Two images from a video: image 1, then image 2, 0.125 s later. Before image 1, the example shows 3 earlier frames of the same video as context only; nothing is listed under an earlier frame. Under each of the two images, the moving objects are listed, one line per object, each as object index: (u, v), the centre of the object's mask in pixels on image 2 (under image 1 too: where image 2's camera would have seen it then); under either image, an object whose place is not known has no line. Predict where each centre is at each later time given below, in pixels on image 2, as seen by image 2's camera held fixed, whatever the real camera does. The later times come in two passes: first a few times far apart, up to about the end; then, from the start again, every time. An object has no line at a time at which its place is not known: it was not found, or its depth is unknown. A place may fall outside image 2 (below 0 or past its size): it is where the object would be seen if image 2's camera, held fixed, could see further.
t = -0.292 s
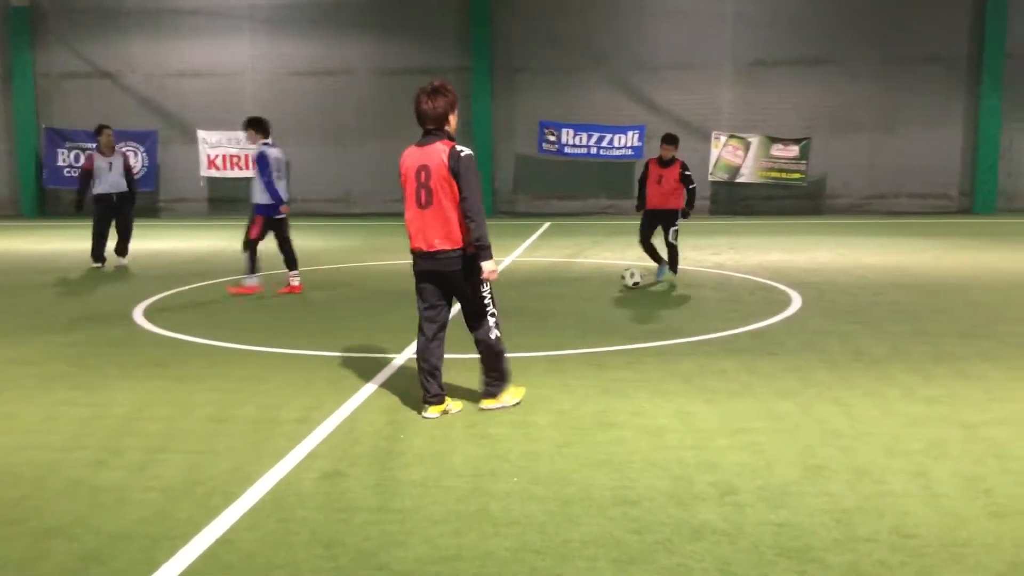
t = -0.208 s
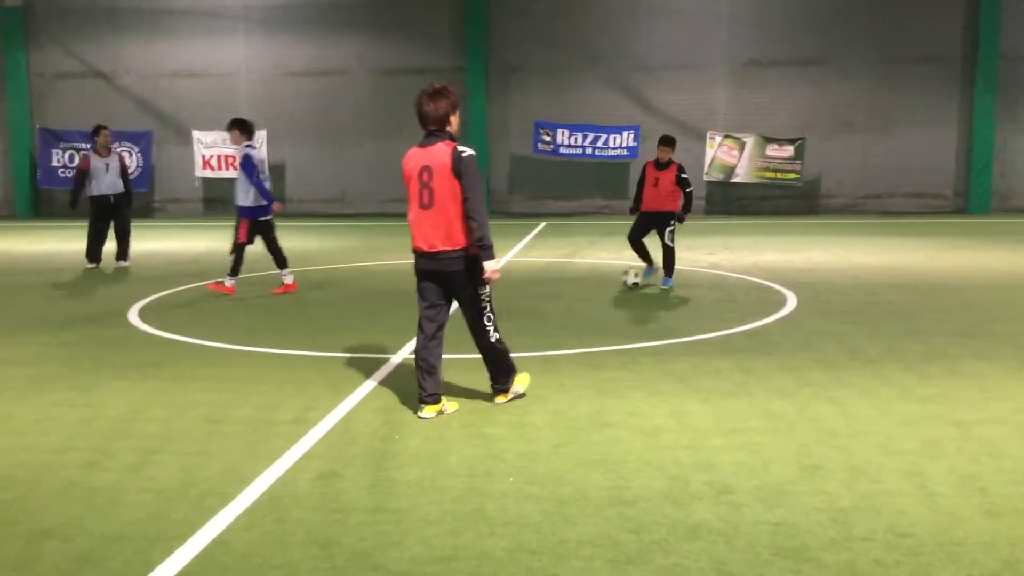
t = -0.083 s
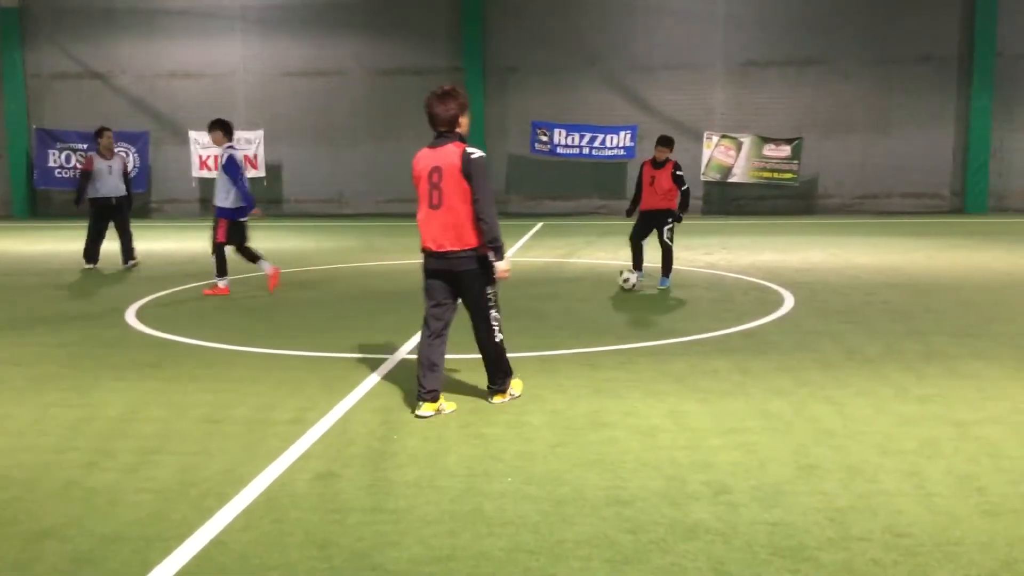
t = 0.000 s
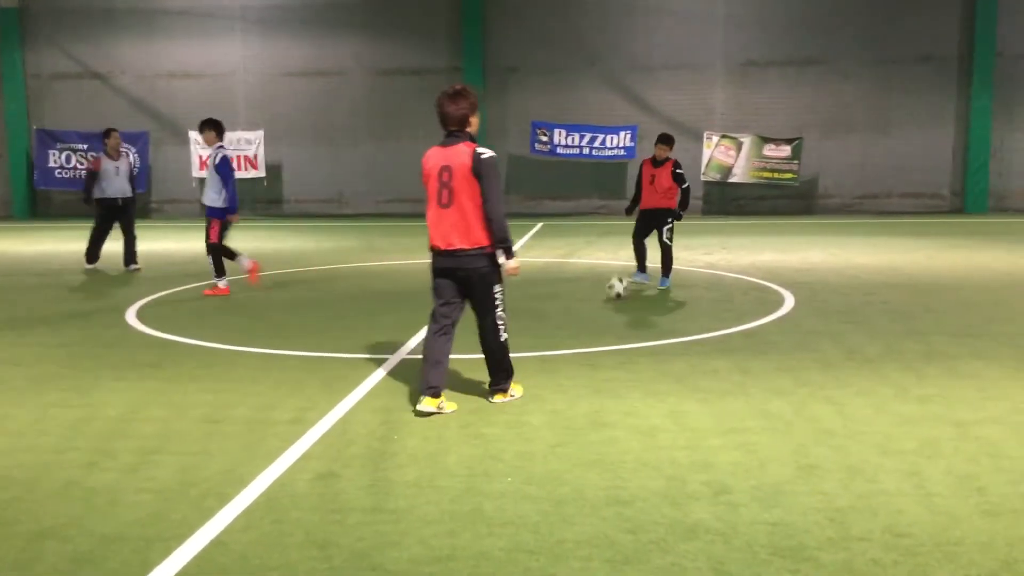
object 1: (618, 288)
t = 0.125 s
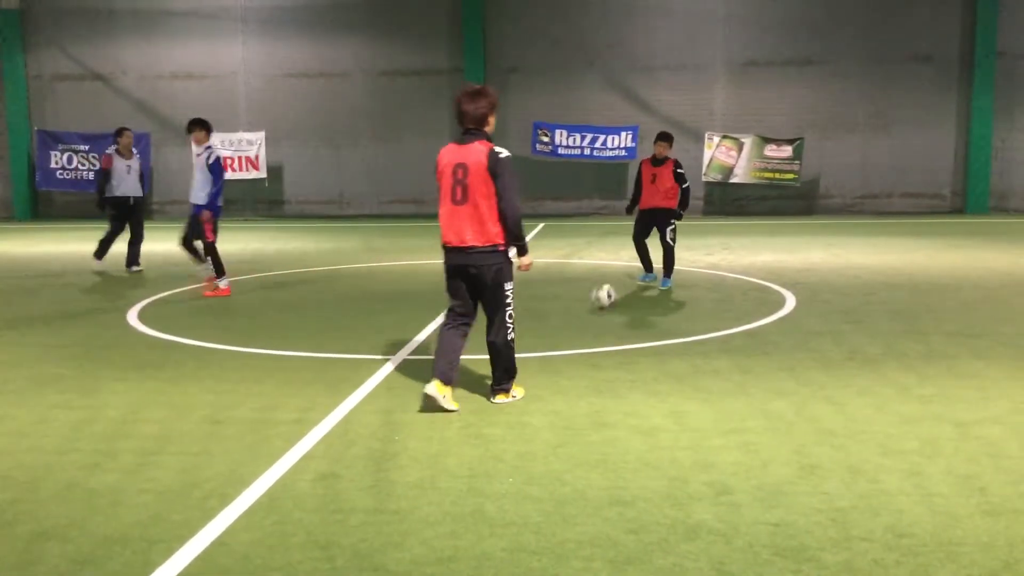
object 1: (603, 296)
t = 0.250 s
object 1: (590, 304)
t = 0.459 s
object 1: (572, 318)
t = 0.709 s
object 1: (547, 335)
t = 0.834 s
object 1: (535, 345)
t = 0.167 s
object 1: (600, 299)
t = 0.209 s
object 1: (595, 302)
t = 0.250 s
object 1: (590, 304)
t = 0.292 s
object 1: (586, 307)
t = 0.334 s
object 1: (583, 310)
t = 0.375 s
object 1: (578, 313)
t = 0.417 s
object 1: (574, 316)
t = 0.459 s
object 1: (572, 318)
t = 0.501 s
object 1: (567, 321)
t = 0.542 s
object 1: (564, 323)
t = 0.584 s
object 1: (559, 327)
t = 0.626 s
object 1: (556, 329)
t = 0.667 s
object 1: (552, 332)
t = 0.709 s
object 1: (547, 335)
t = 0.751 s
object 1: (544, 338)
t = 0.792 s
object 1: (539, 341)
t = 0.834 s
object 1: (535, 345)
